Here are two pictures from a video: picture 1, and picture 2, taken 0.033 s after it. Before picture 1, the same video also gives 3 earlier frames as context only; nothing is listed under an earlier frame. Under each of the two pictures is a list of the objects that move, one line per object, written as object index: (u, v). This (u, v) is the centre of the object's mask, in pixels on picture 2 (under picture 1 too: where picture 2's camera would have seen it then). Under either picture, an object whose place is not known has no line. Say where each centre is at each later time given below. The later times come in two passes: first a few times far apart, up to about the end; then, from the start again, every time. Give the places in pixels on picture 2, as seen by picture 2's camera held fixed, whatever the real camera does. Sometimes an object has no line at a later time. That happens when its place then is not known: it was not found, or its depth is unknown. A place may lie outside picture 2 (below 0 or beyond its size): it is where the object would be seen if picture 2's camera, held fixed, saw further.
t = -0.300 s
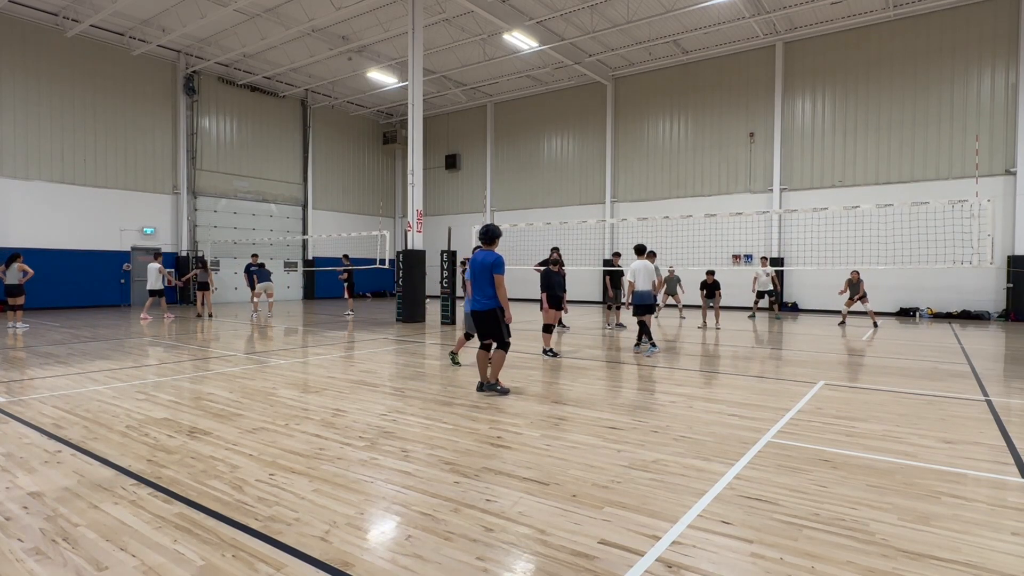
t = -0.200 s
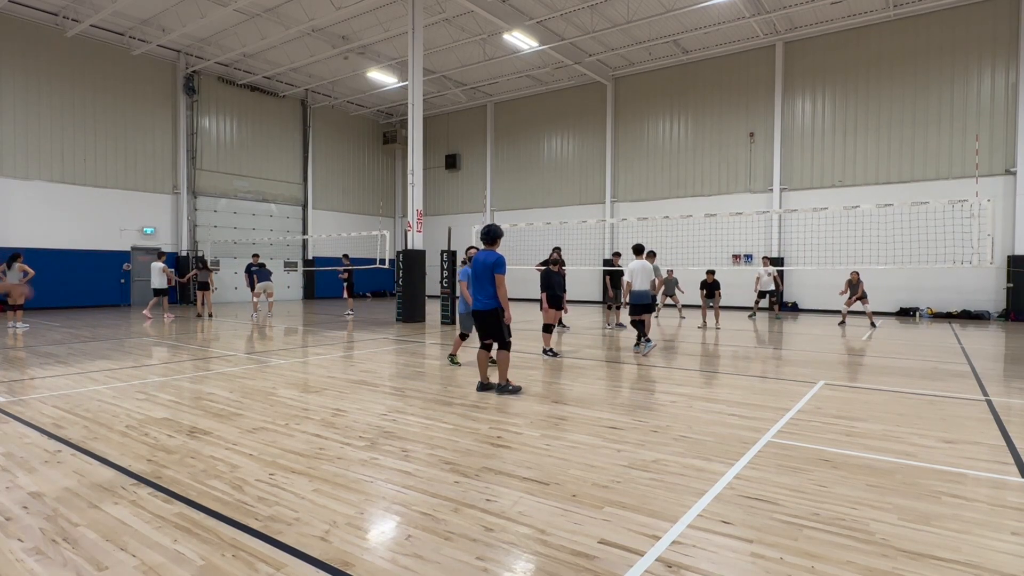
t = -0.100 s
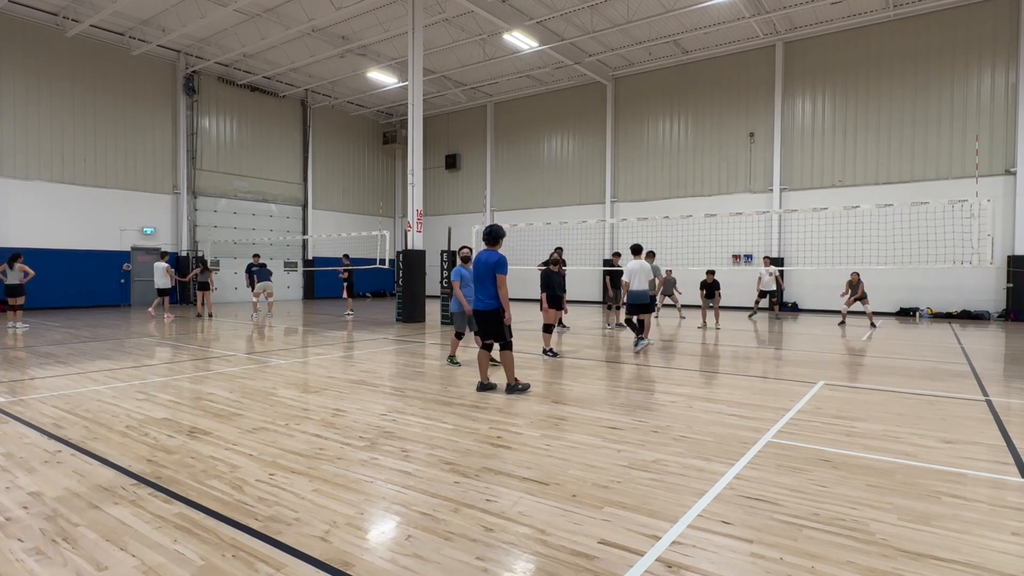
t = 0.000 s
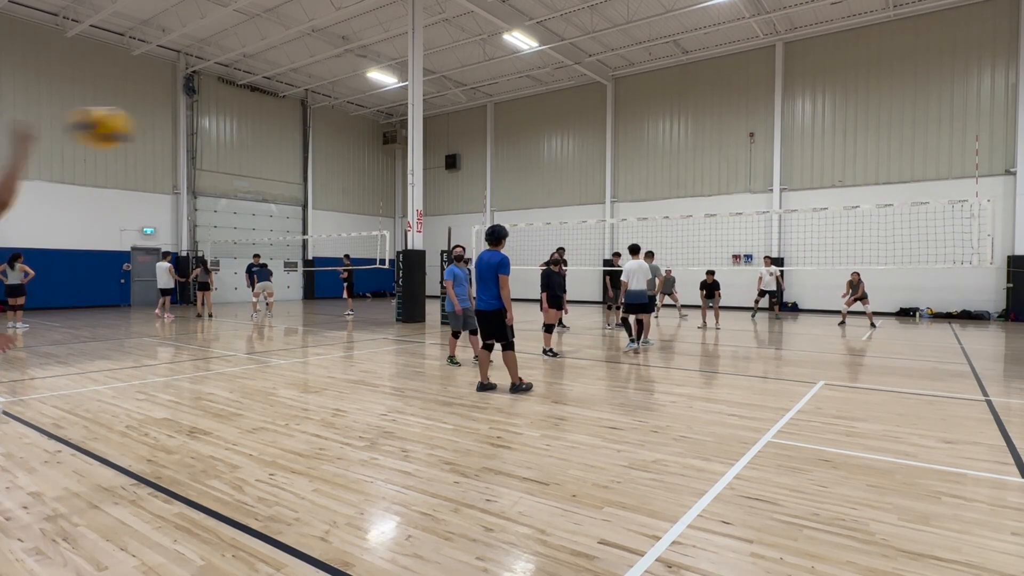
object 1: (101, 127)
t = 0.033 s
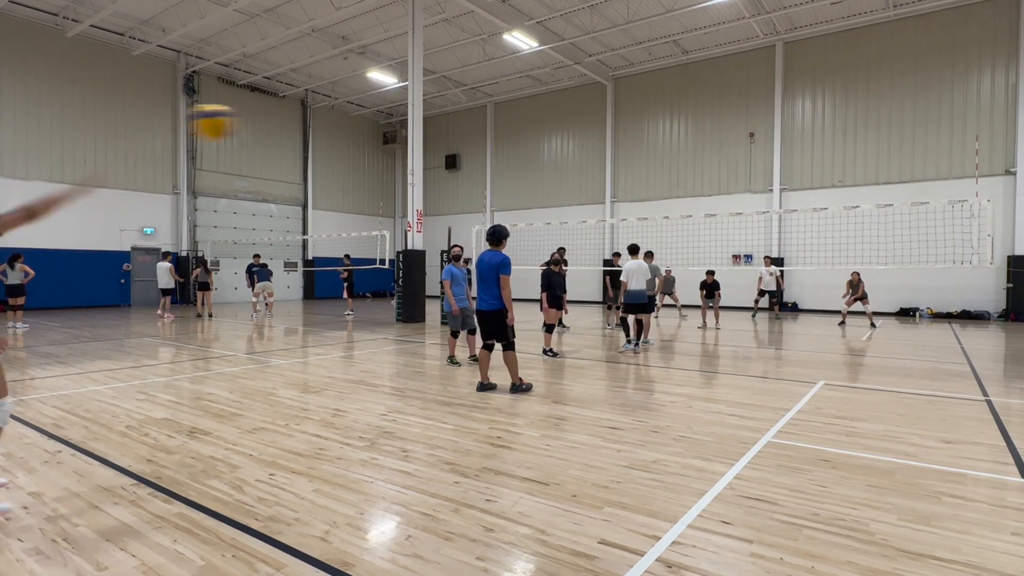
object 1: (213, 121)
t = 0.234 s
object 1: (542, 131)
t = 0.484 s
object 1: (684, 176)
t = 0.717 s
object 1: (747, 225)
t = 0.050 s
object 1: (259, 120)
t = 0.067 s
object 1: (300, 119)
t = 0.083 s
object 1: (337, 120)
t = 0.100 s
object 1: (368, 120)
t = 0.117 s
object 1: (395, 121)
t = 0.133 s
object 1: (426, 121)
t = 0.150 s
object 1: (449, 123)
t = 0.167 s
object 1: (470, 123)
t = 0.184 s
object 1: (491, 125)
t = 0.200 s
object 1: (509, 127)
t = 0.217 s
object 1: (526, 129)
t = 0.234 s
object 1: (542, 131)
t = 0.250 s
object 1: (555, 134)
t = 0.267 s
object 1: (569, 137)
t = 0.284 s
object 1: (582, 139)
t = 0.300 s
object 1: (594, 142)
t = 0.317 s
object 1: (605, 145)
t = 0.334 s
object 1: (615, 147)
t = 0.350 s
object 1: (624, 149)
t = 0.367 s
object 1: (633, 153)
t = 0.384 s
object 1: (642, 156)
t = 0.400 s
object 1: (650, 159)
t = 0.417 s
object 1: (658, 162)
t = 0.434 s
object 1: (665, 165)
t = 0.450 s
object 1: (672, 168)
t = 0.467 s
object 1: (678, 172)
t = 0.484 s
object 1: (684, 176)
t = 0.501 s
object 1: (690, 179)
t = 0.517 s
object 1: (696, 182)
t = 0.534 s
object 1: (701, 186)
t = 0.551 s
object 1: (707, 189)
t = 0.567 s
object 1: (711, 193)
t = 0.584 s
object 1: (716, 197)
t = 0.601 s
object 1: (721, 200)
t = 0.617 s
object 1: (725, 203)
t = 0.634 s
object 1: (729, 207)
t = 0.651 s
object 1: (733, 209)
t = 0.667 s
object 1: (737, 215)
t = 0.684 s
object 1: (740, 219)
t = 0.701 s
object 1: (745, 221)
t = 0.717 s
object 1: (747, 225)
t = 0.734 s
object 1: (751, 229)
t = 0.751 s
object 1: (754, 232)
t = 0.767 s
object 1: (757, 236)
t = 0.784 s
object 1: (761, 240)
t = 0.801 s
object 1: (764, 244)
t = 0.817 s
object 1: (766, 248)
